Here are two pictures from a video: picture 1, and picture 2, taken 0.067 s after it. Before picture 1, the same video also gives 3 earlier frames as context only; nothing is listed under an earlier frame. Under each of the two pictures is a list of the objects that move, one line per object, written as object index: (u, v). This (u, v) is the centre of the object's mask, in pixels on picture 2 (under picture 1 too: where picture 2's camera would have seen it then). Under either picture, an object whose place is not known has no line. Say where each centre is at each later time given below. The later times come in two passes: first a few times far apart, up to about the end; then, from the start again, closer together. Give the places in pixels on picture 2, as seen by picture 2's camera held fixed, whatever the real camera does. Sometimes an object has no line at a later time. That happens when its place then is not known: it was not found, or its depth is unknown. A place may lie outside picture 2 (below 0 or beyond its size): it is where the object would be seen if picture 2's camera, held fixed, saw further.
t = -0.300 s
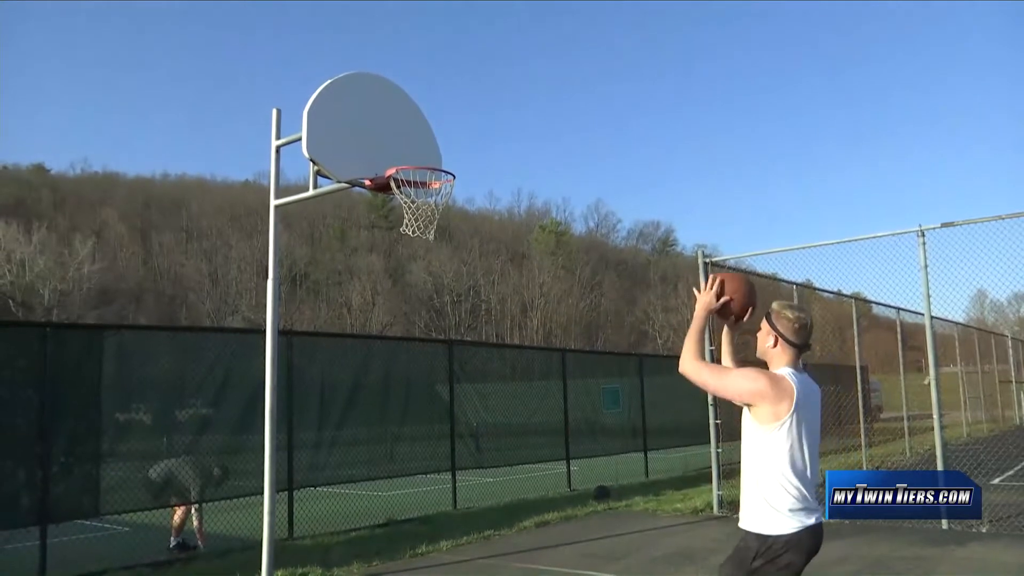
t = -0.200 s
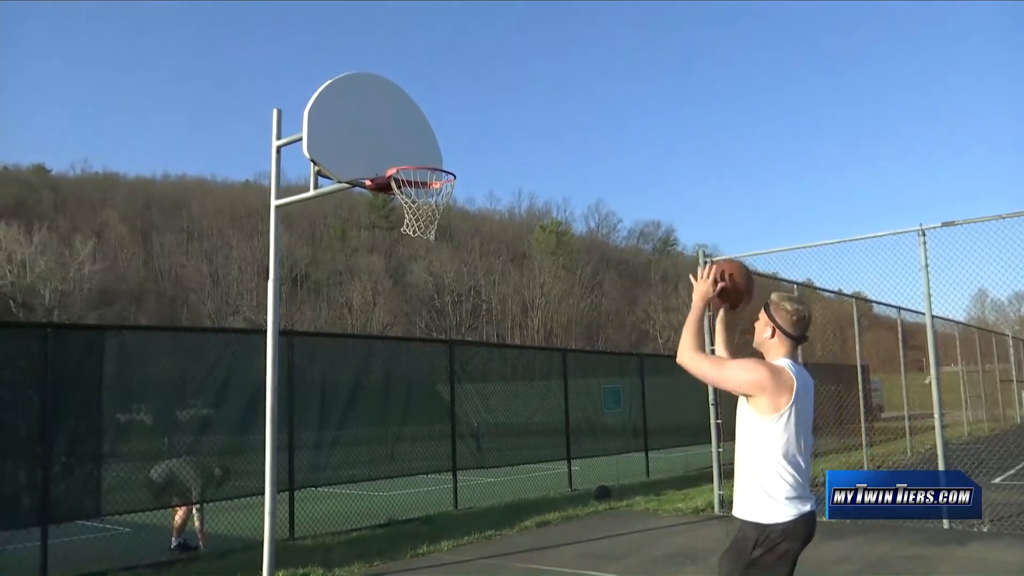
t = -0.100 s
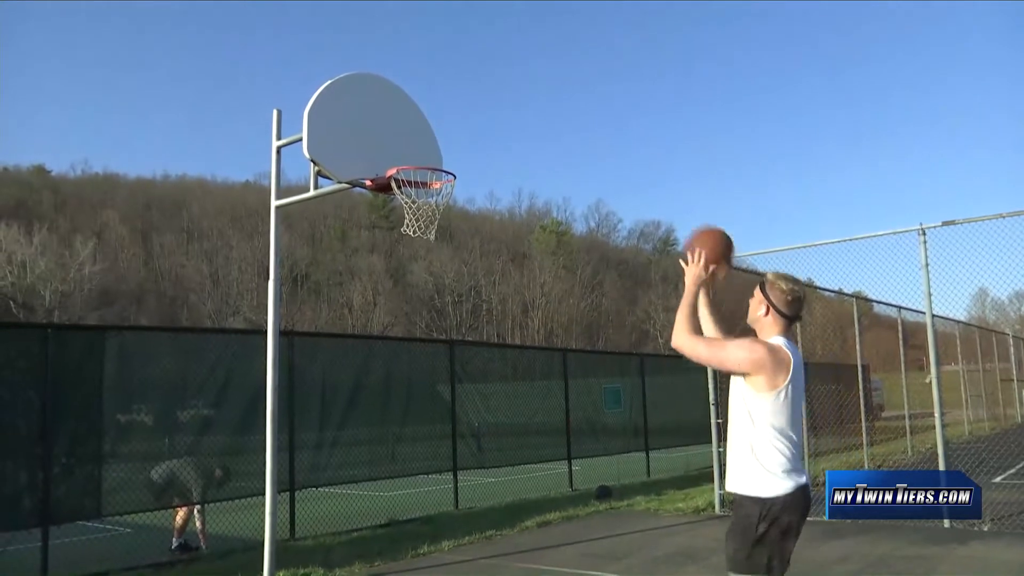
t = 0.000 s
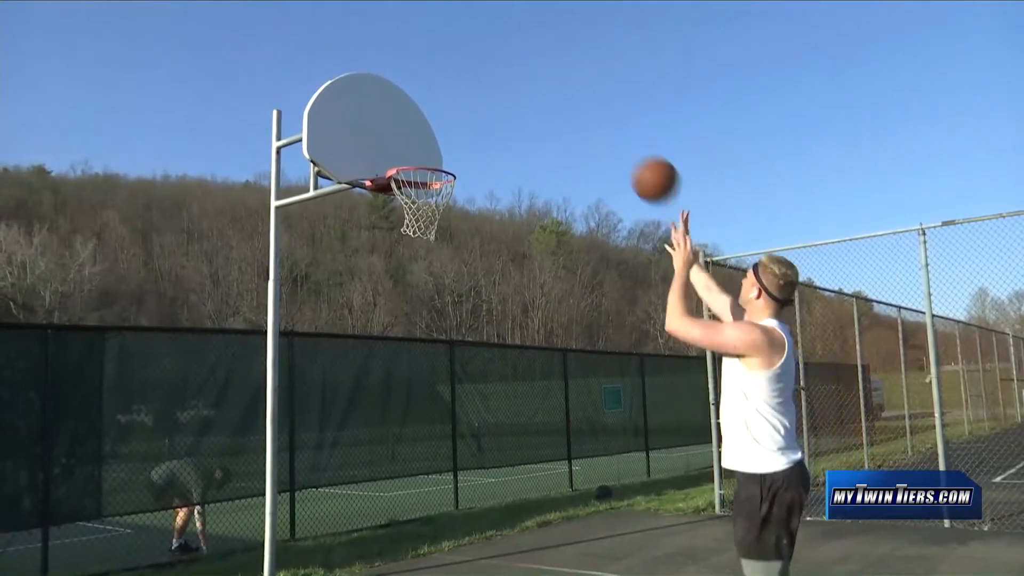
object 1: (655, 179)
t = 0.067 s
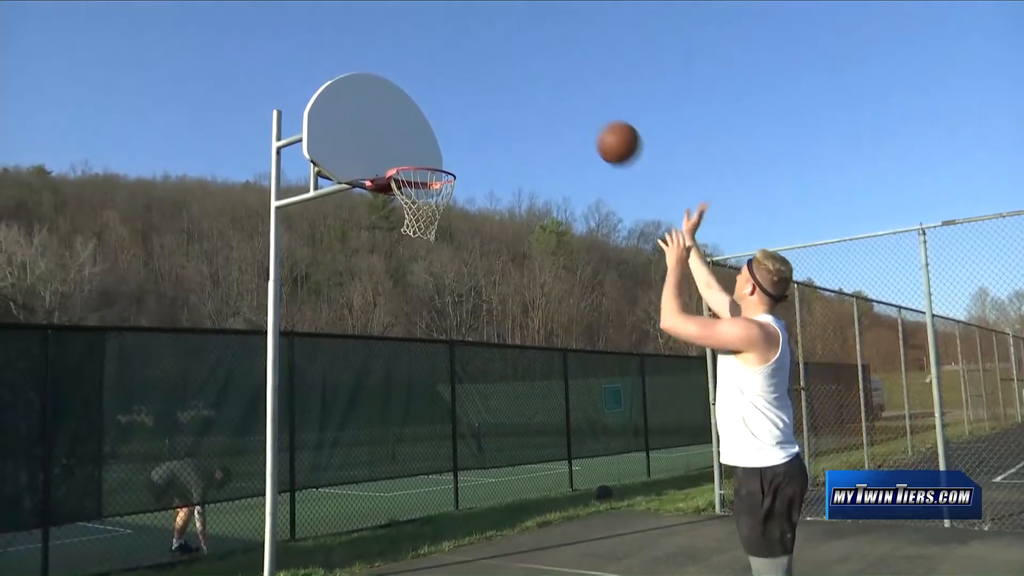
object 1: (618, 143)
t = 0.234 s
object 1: (540, 95)
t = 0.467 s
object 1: (456, 106)
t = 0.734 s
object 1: (427, 176)
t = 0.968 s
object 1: (411, 152)
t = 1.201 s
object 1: (393, 156)
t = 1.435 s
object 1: (377, 227)
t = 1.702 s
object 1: (359, 430)
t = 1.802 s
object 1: (355, 543)
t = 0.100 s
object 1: (601, 129)
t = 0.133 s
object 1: (585, 117)
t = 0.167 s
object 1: (569, 107)
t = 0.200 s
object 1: (554, 100)
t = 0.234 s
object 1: (540, 95)
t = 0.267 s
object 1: (527, 91)
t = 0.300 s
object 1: (514, 90)
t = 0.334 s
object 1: (501, 90)
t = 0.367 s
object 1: (489, 92)
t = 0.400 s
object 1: (478, 95)
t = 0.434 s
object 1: (467, 100)
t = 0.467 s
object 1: (456, 106)
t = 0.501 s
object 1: (446, 114)
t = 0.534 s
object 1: (436, 124)
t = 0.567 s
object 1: (426, 134)
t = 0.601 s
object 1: (417, 146)
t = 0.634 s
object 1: (407, 156)
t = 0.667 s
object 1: (406, 164)
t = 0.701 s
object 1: (417, 171)
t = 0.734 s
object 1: (427, 176)
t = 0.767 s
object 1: (430, 172)
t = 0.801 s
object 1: (432, 169)
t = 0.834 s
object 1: (435, 164)
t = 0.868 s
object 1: (429, 159)
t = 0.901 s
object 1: (424, 154)
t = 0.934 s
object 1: (417, 152)
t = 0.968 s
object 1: (411, 152)
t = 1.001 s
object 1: (407, 151)
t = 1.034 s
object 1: (404, 150)
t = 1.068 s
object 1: (401, 150)
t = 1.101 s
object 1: (400, 150)
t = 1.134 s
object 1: (397, 150)
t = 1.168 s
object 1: (395, 152)
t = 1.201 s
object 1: (393, 156)
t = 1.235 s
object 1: (391, 161)
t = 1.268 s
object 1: (388, 167)
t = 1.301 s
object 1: (386, 177)
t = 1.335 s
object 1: (383, 187)
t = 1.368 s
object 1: (382, 197)
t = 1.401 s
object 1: (379, 211)
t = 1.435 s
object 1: (377, 227)
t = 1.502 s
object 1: (374, 266)
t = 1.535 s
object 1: (371, 288)
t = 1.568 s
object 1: (369, 311)
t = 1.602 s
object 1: (367, 338)
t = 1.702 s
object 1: (359, 430)
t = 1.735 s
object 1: (357, 463)
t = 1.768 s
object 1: (358, 502)
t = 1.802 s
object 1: (355, 543)
